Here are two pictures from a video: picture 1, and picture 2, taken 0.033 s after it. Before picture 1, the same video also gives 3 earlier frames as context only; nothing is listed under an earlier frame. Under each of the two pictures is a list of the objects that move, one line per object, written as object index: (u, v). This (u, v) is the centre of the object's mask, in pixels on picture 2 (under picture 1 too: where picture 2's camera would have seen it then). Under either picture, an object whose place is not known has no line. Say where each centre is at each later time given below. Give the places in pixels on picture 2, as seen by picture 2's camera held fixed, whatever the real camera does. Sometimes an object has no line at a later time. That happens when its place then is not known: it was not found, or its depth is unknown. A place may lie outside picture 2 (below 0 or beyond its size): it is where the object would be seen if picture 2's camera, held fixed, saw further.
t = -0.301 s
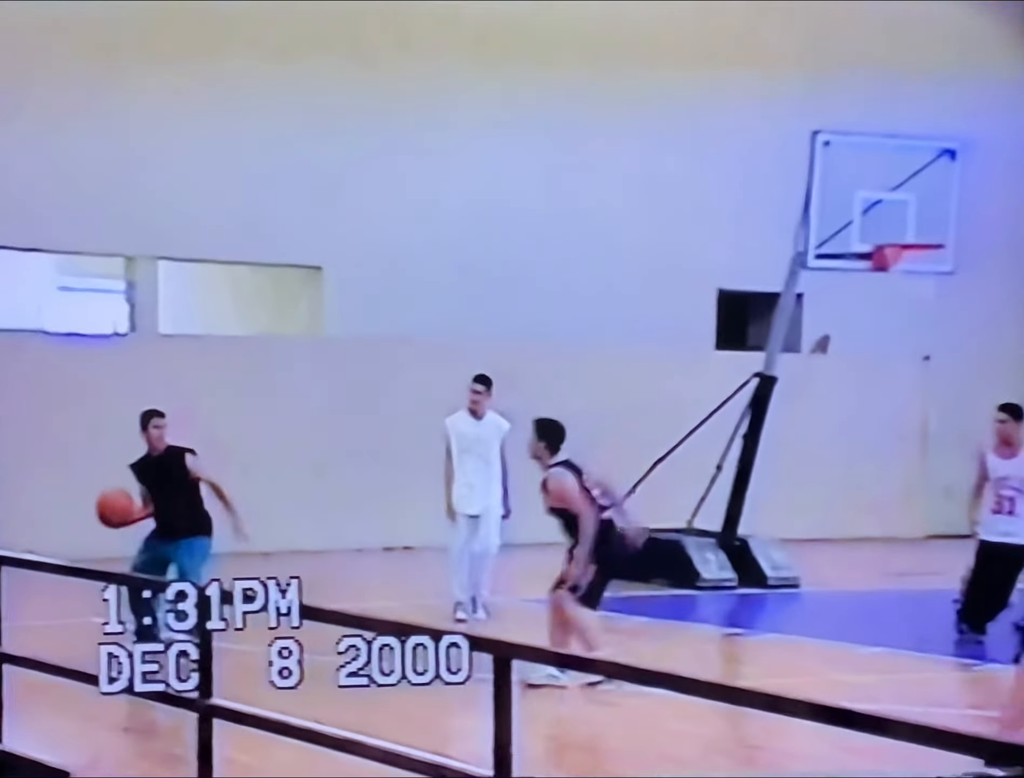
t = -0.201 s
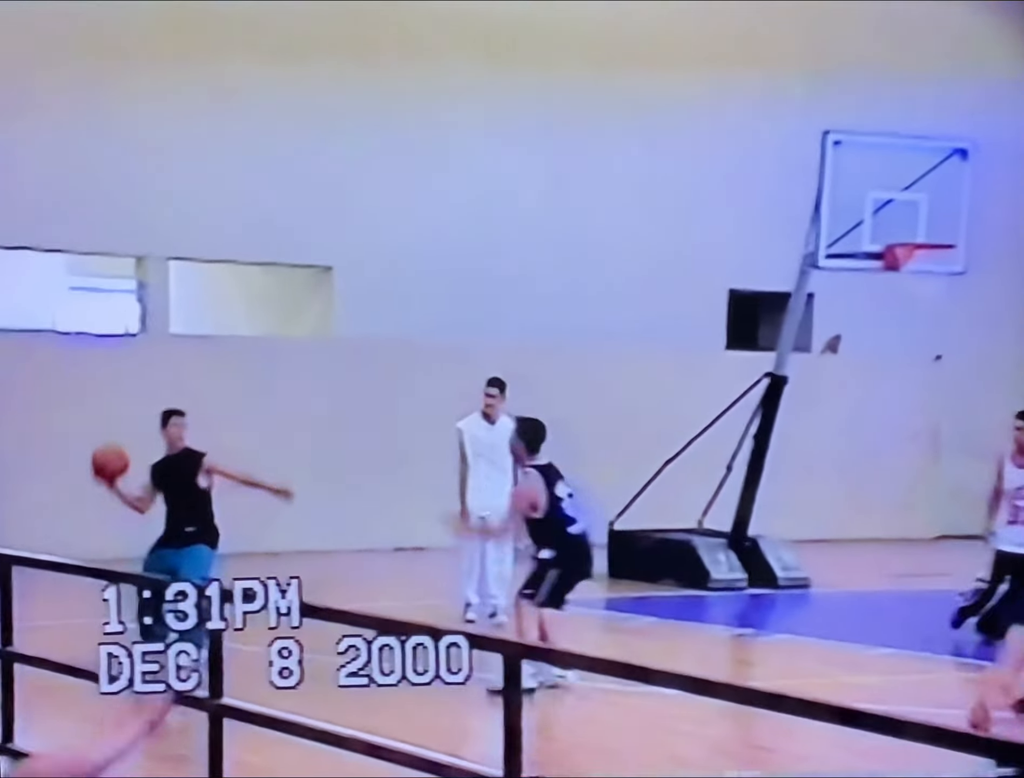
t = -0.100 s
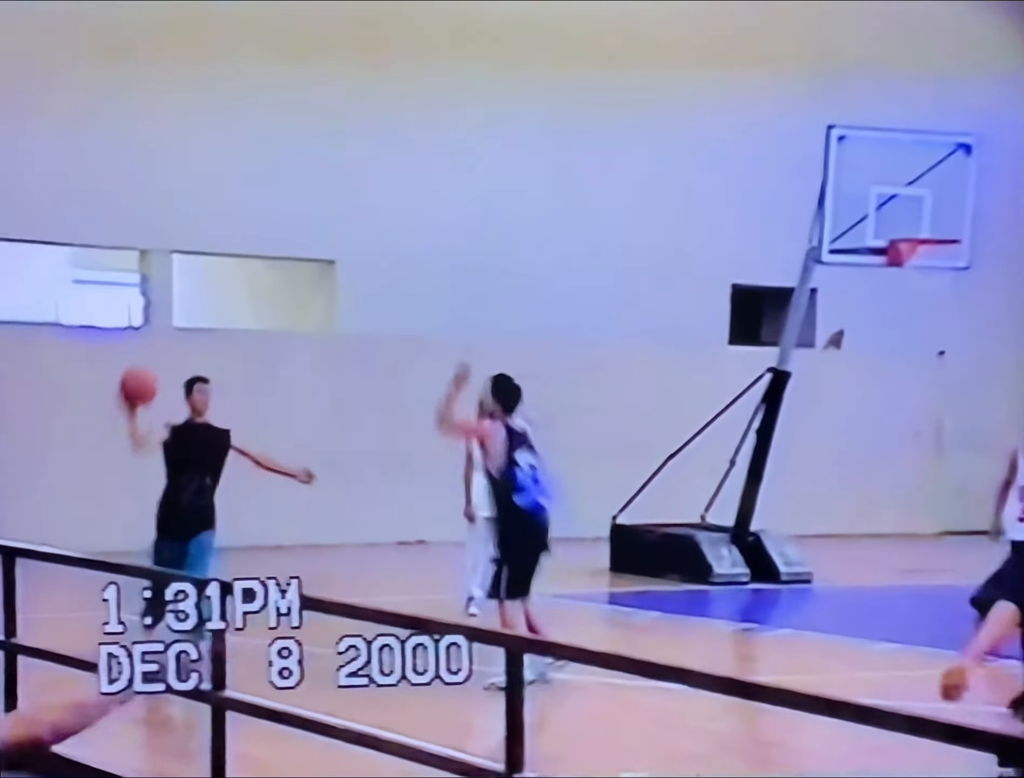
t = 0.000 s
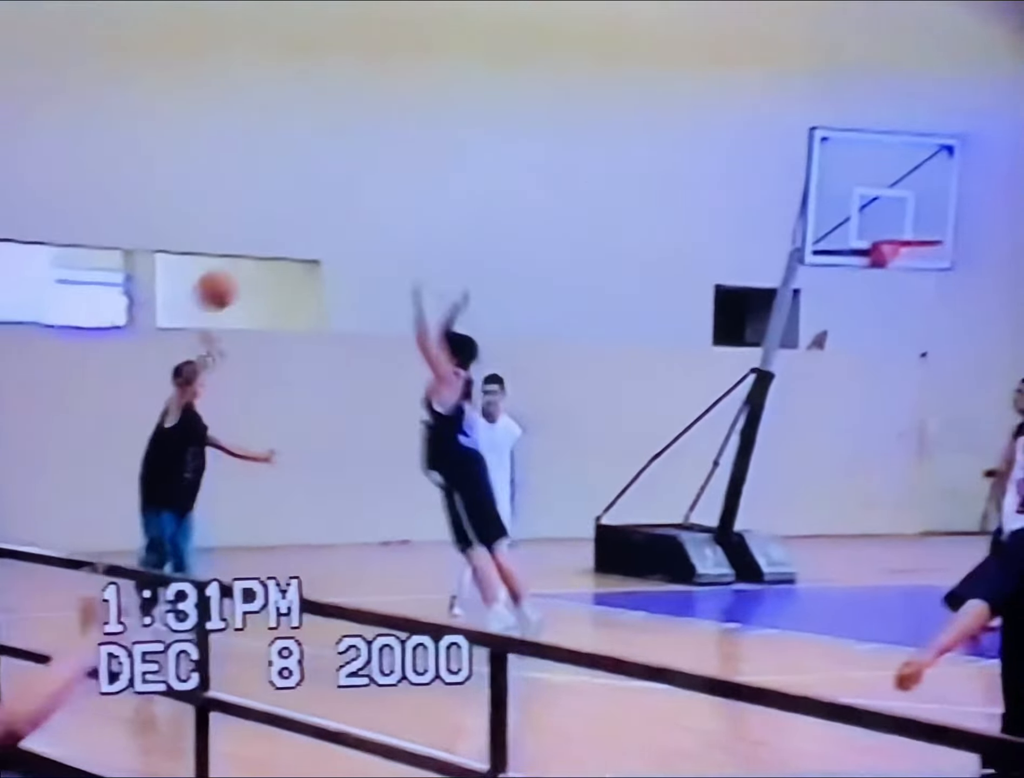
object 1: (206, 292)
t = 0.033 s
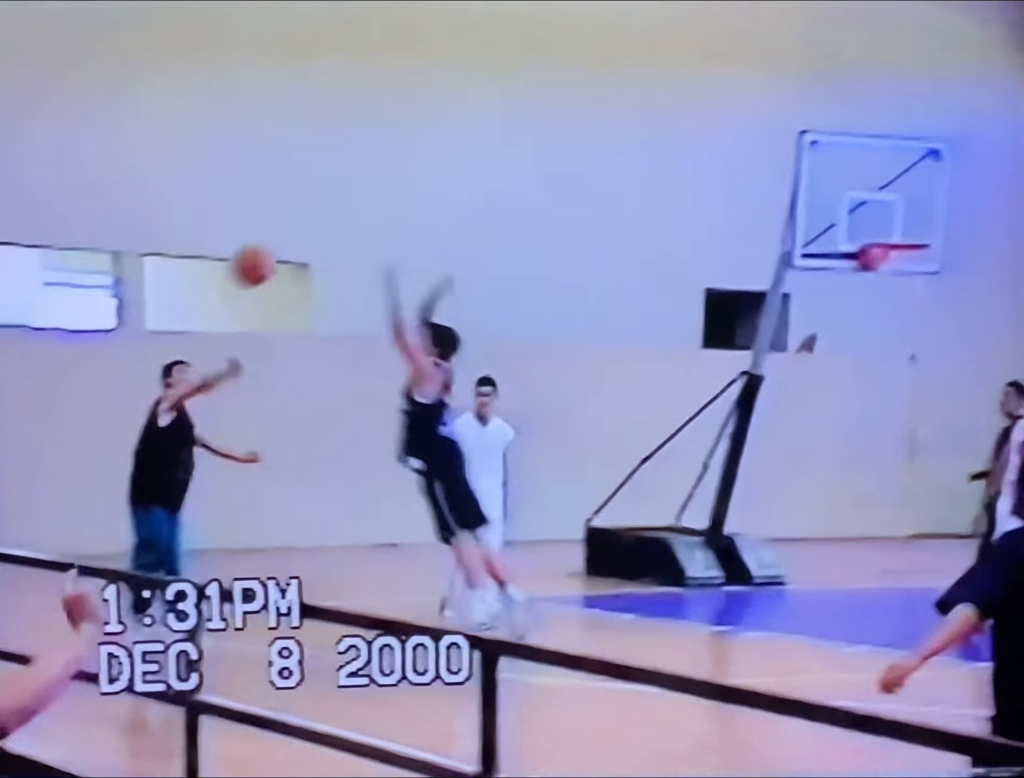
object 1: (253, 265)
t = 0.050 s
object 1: (276, 253)
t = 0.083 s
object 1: (323, 226)
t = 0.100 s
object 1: (348, 213)
